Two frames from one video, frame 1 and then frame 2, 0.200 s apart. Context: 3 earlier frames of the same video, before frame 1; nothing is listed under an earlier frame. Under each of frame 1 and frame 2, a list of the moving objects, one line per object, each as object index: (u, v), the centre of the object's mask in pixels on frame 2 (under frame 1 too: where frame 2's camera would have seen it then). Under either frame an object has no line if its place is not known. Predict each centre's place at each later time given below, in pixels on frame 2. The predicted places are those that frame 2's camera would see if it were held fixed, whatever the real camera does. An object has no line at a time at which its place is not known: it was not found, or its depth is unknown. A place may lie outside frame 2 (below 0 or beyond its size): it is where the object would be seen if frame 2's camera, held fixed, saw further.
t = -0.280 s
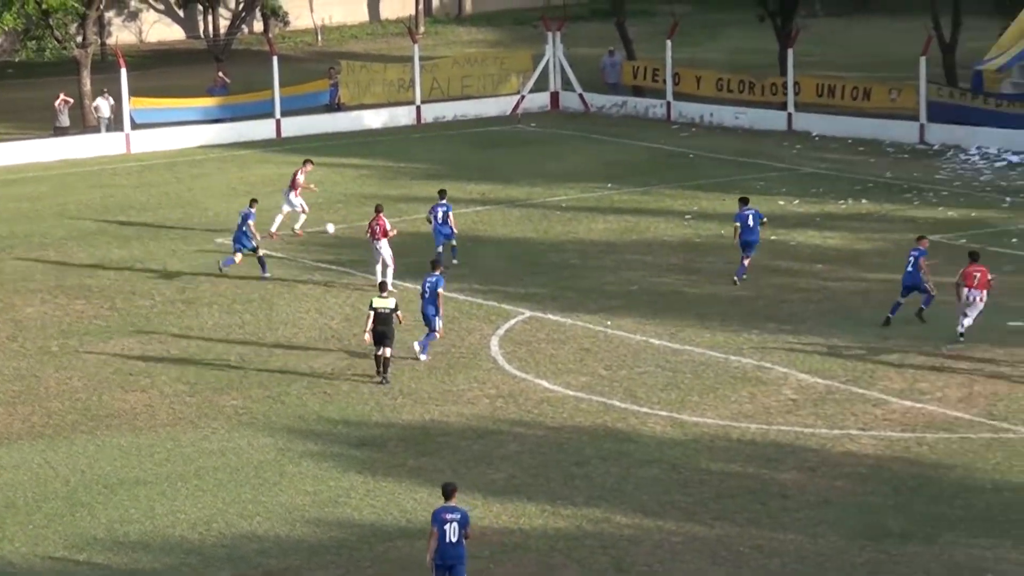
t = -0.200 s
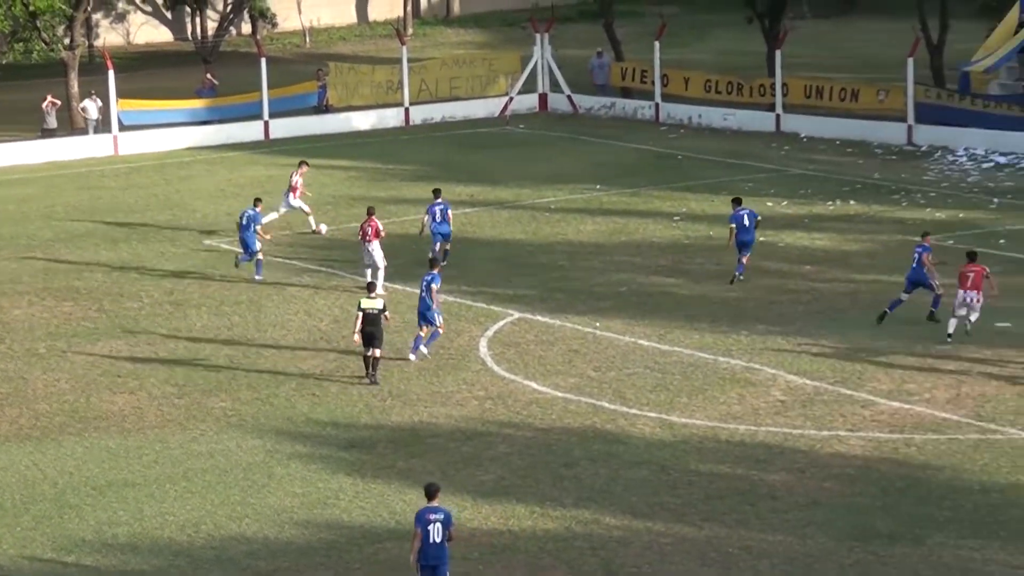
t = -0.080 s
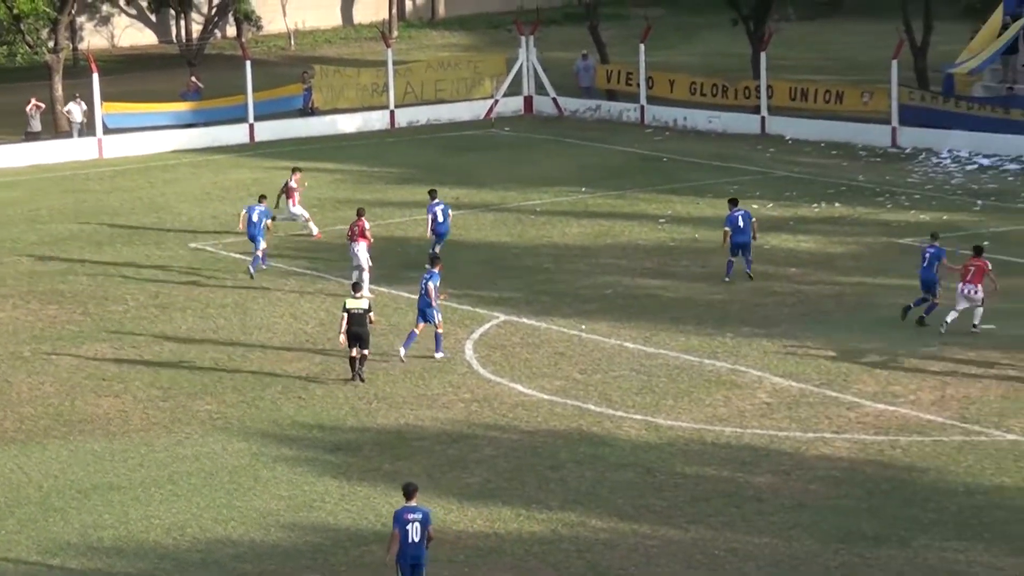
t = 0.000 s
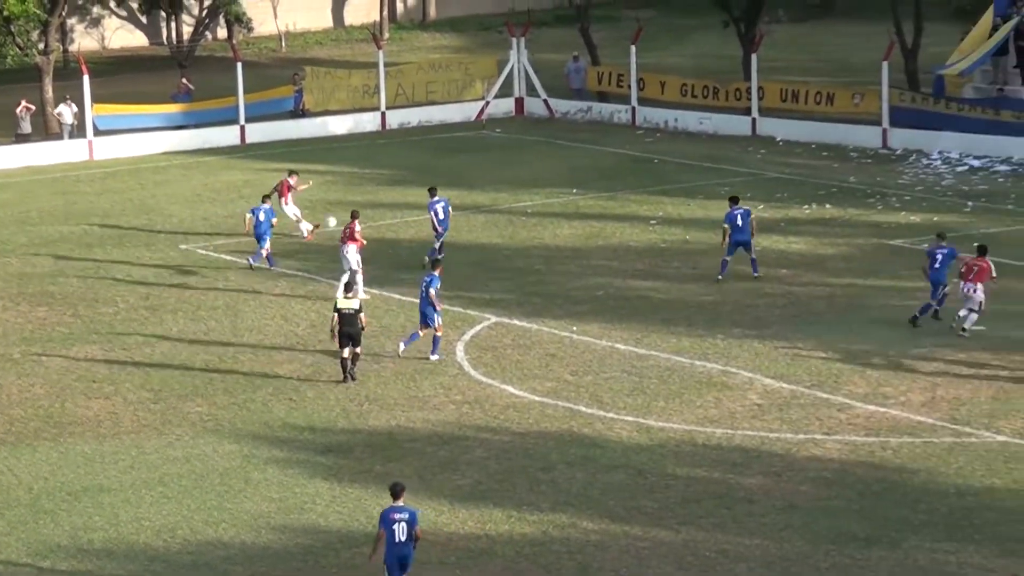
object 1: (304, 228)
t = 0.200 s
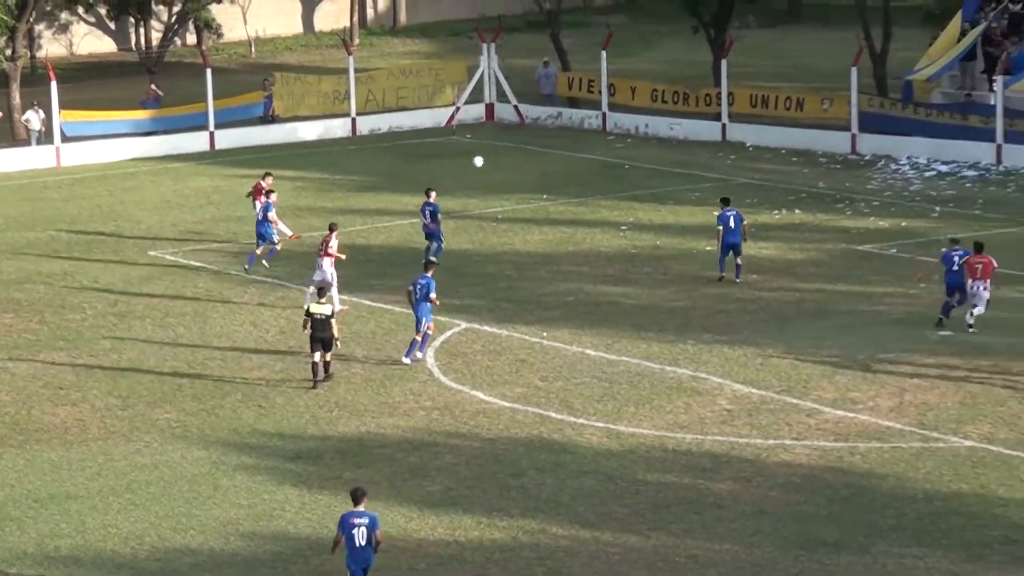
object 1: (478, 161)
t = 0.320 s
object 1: (574, 128)
